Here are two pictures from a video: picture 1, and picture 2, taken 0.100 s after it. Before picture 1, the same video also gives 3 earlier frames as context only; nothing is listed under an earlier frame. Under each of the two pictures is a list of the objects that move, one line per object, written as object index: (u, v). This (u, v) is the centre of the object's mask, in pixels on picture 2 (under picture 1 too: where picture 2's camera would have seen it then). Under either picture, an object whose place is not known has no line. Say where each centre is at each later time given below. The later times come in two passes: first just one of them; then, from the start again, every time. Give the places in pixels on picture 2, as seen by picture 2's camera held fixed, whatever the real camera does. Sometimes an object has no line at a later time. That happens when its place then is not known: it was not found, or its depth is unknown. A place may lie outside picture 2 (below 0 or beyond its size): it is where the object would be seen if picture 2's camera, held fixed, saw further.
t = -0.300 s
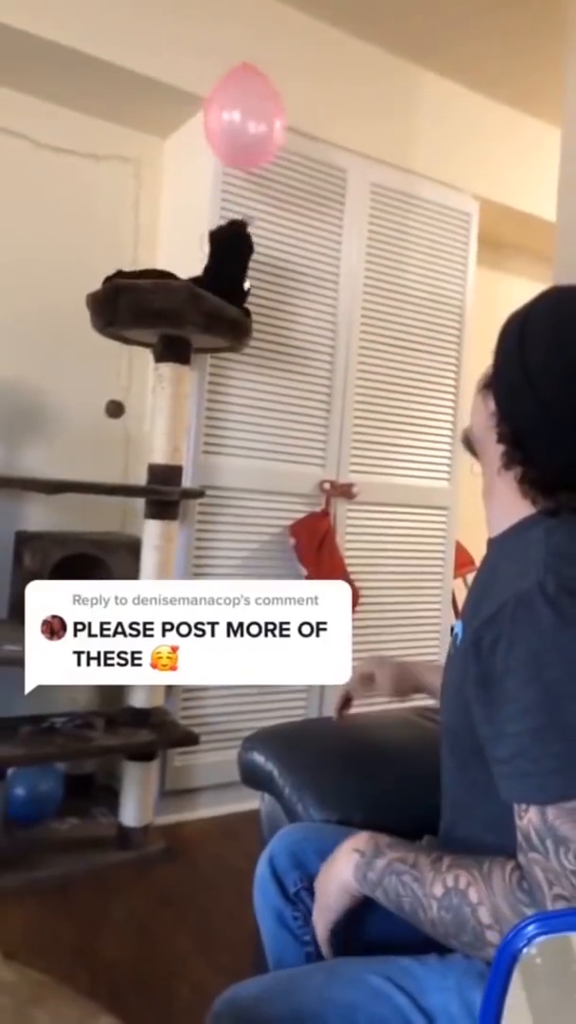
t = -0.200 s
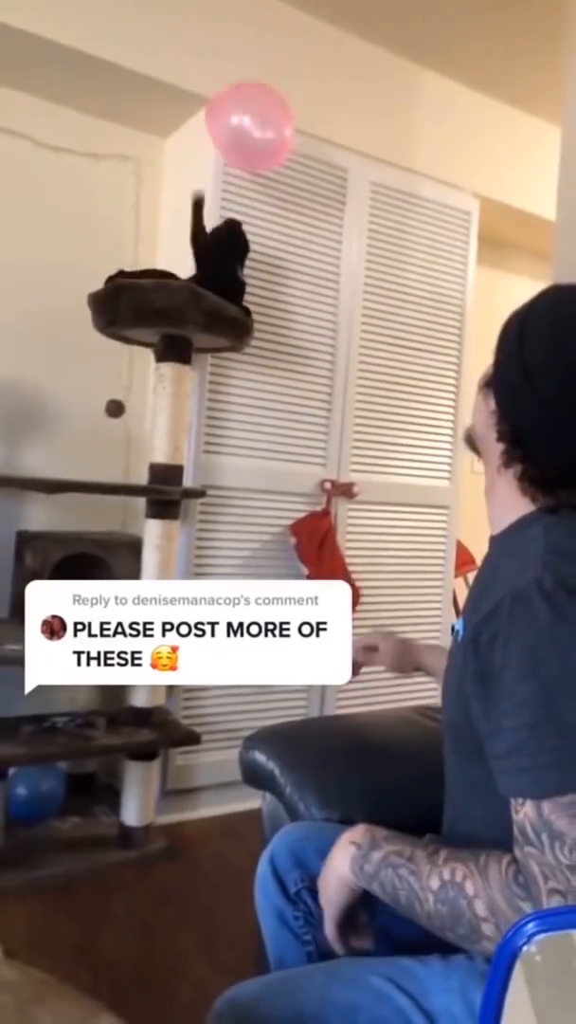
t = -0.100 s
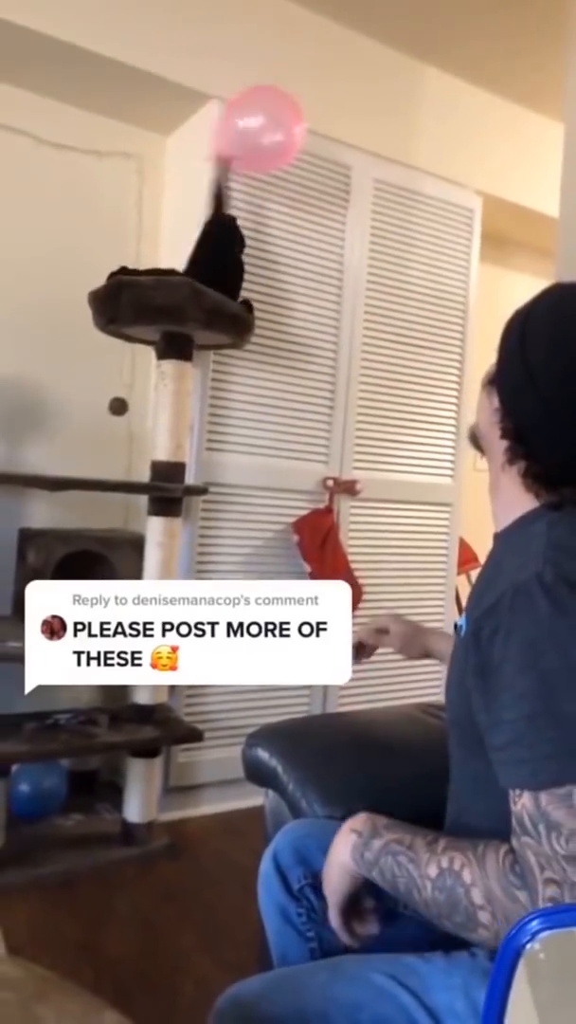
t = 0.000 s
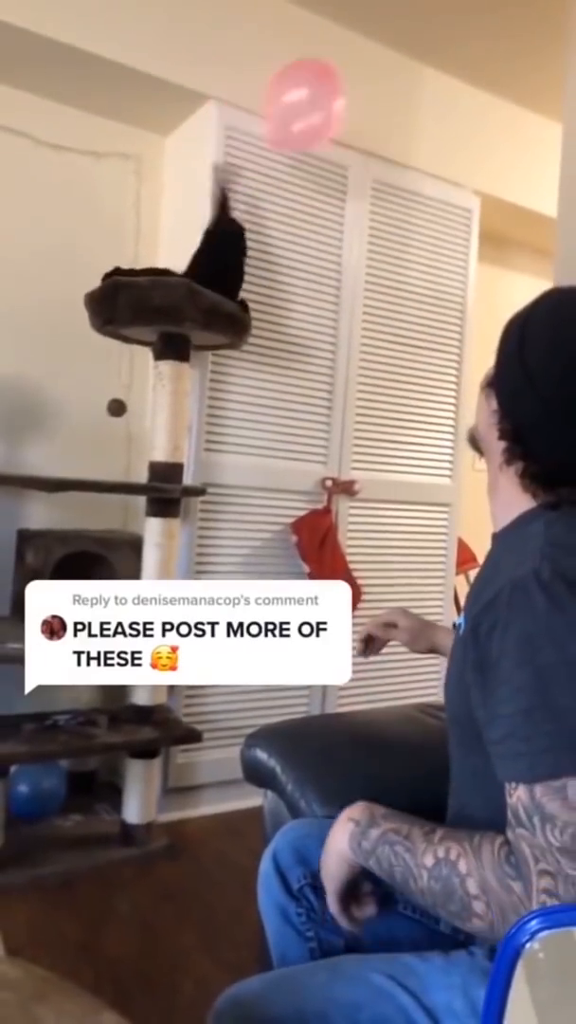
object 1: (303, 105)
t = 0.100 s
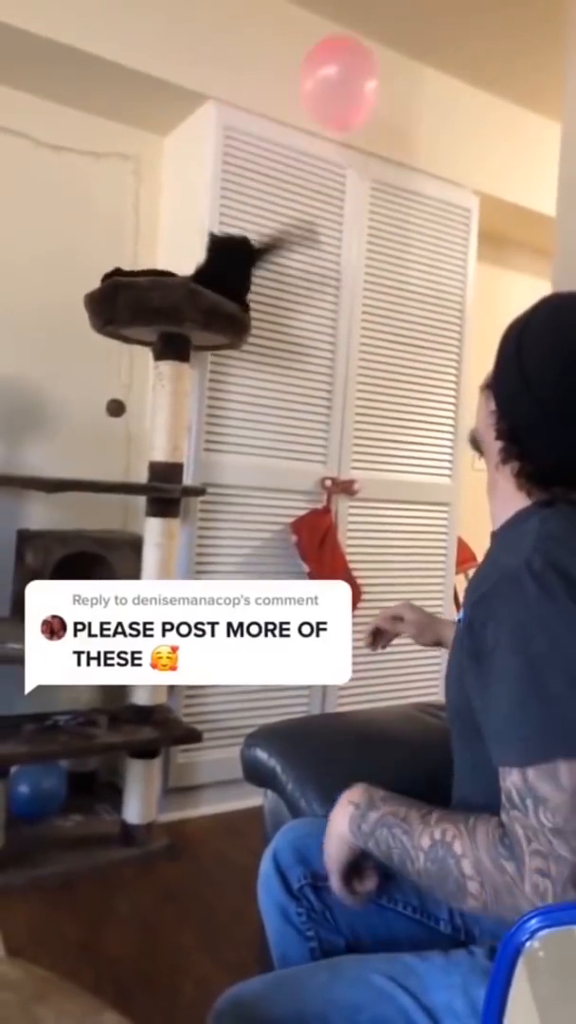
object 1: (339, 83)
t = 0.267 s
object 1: (391, 67)
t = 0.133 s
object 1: (348, 78)
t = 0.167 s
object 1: (359, 74)
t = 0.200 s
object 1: (368, 71)
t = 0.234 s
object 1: (378, 70)
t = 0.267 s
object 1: (391, 67)
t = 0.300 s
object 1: (401, 68)
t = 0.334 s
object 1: (410, 68)
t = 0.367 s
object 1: (419, 69)
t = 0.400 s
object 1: (428, 69)
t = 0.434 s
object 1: (435, 70)
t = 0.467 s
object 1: (445, 72)
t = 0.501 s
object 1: (453, 74)
